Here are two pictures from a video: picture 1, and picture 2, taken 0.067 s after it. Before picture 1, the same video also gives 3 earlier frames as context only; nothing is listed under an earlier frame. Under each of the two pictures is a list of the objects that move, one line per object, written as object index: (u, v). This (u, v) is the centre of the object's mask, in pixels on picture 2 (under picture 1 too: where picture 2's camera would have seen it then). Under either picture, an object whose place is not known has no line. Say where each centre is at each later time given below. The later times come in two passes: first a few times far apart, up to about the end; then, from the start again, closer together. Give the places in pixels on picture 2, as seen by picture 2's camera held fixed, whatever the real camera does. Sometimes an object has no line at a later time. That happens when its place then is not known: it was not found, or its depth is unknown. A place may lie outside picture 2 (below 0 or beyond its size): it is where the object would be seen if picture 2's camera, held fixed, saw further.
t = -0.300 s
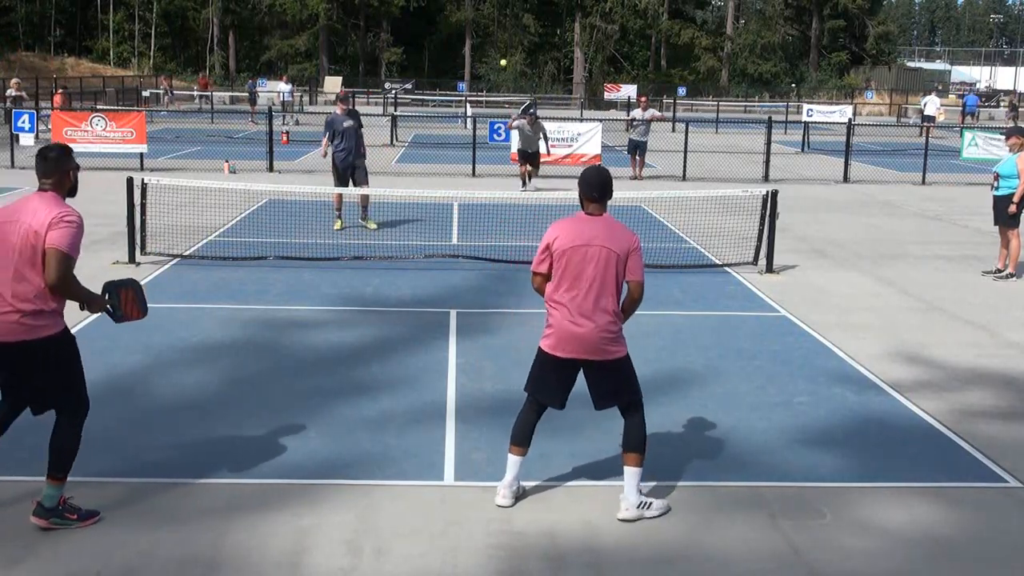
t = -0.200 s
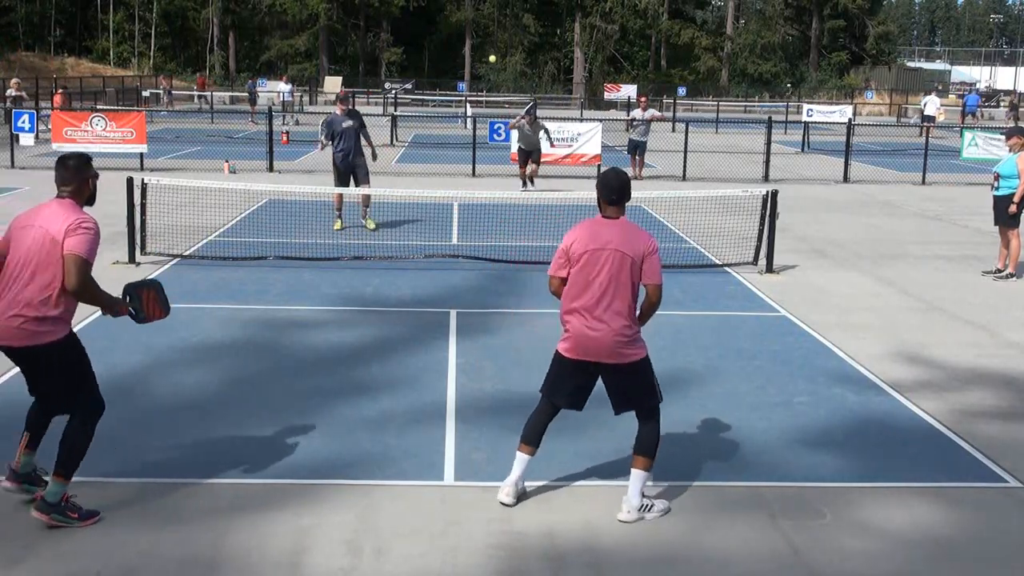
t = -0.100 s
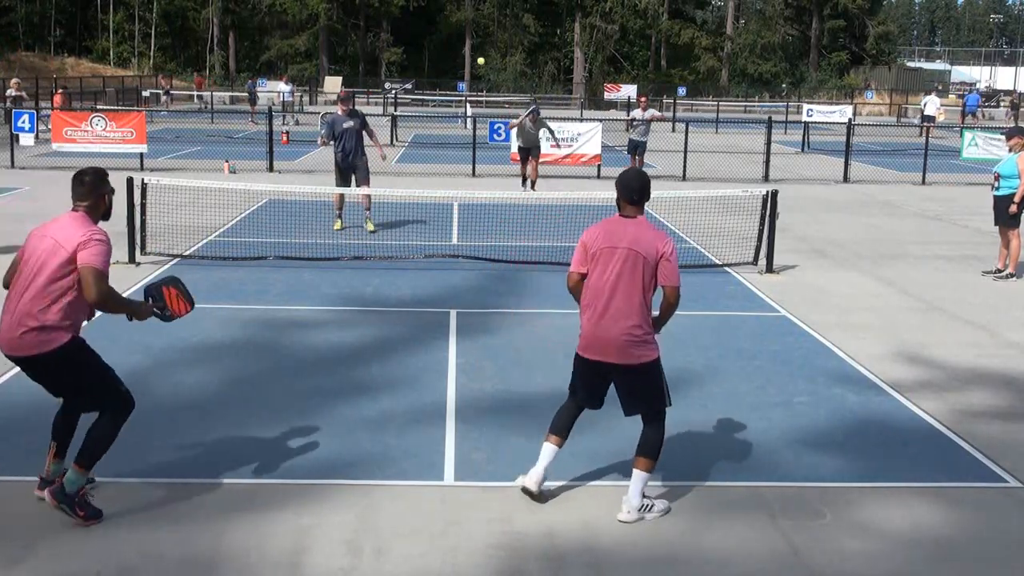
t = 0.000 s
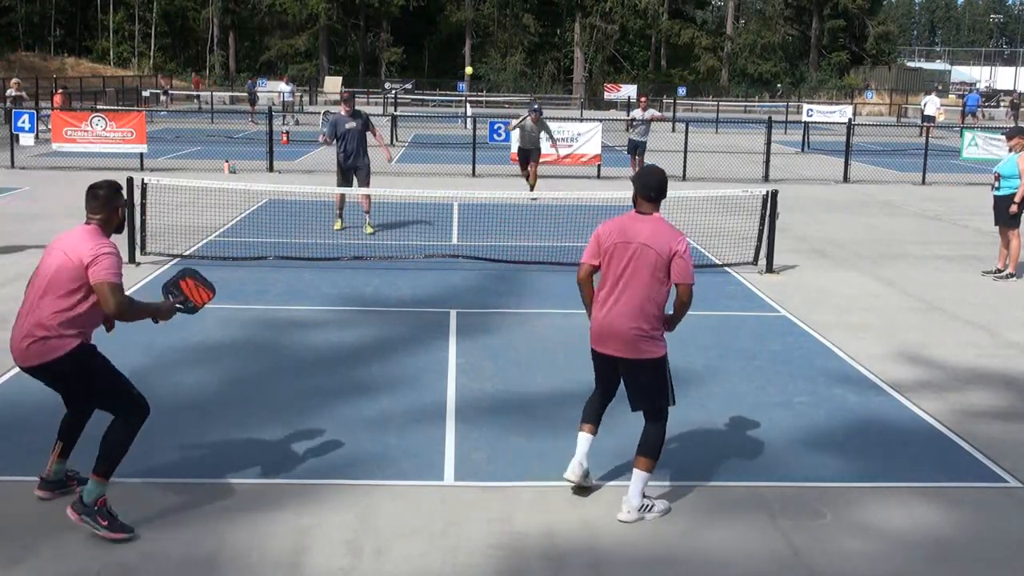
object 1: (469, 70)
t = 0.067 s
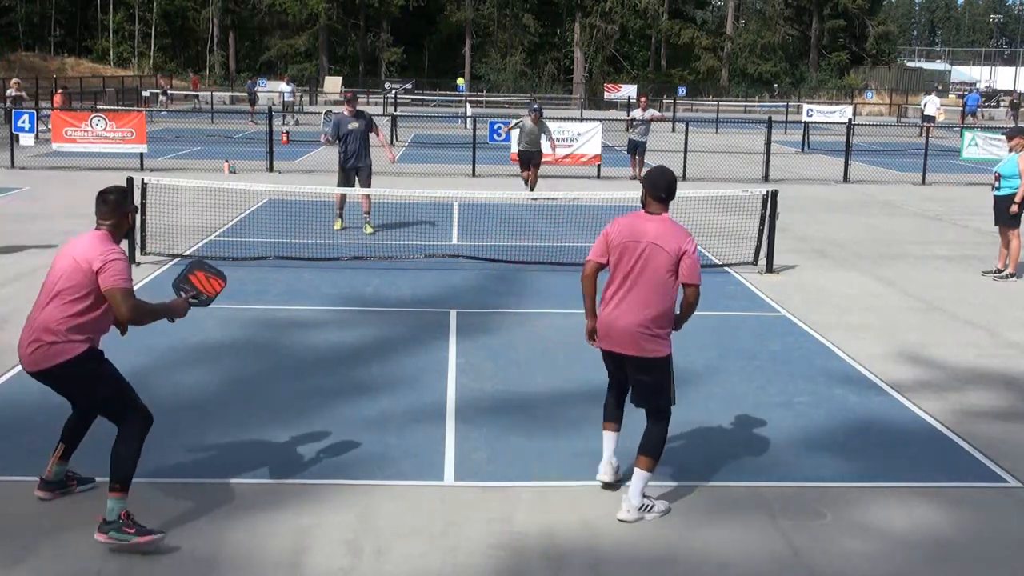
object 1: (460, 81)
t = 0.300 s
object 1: (429, 159)
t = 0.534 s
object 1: (392, 320)
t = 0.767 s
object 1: (373, 354)
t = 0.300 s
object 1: (429, 159)
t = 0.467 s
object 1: (404, 263)
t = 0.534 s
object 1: (392, 320)
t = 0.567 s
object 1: (387, 352)
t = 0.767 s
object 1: (373, 354)
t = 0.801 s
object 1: (372, 346)
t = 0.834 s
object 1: (371, 339)
